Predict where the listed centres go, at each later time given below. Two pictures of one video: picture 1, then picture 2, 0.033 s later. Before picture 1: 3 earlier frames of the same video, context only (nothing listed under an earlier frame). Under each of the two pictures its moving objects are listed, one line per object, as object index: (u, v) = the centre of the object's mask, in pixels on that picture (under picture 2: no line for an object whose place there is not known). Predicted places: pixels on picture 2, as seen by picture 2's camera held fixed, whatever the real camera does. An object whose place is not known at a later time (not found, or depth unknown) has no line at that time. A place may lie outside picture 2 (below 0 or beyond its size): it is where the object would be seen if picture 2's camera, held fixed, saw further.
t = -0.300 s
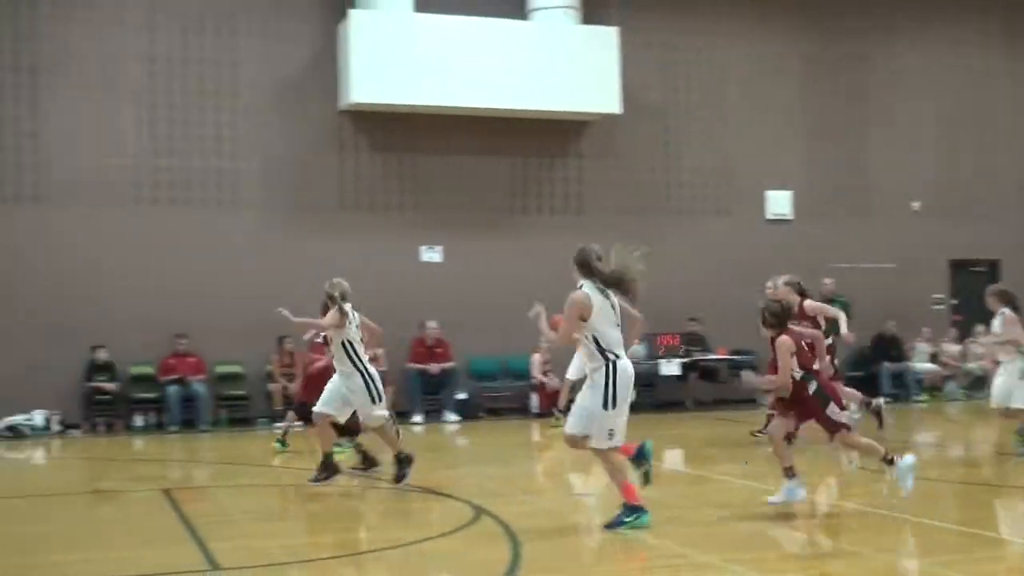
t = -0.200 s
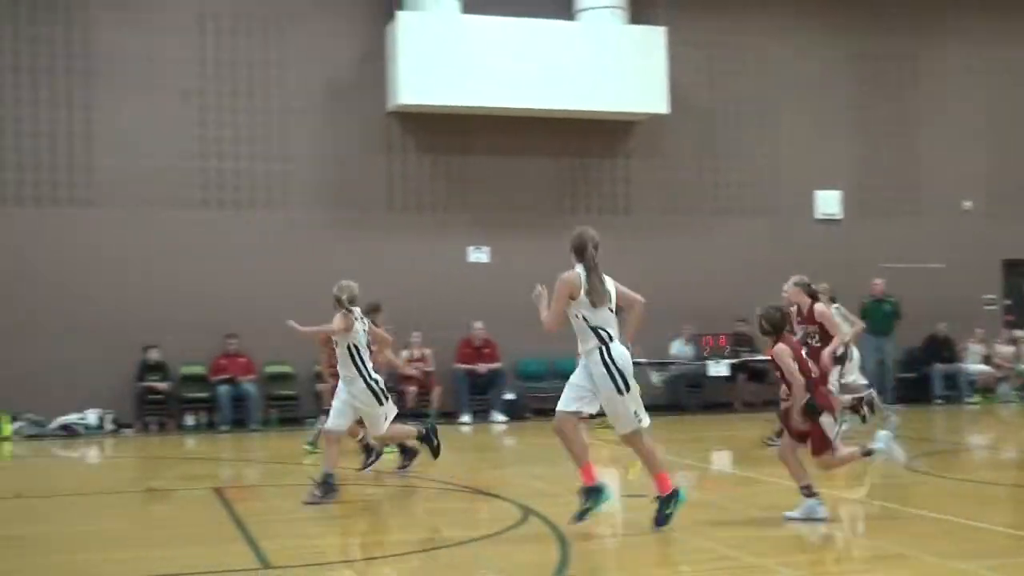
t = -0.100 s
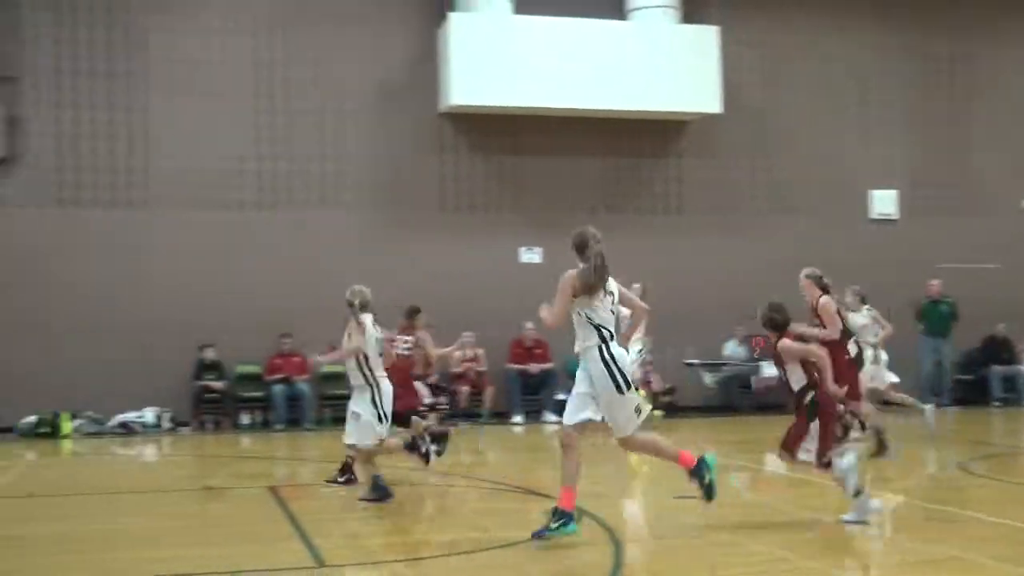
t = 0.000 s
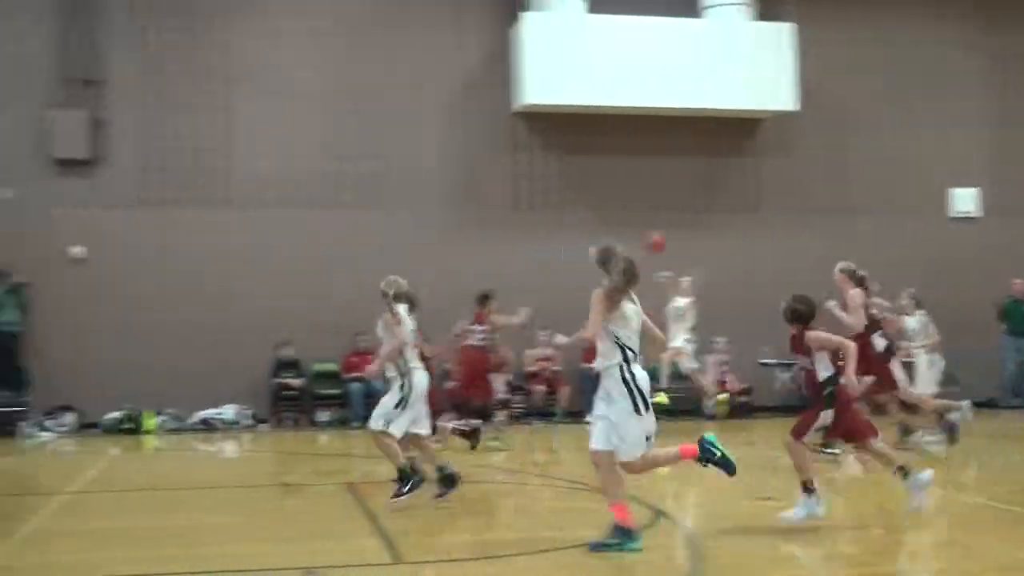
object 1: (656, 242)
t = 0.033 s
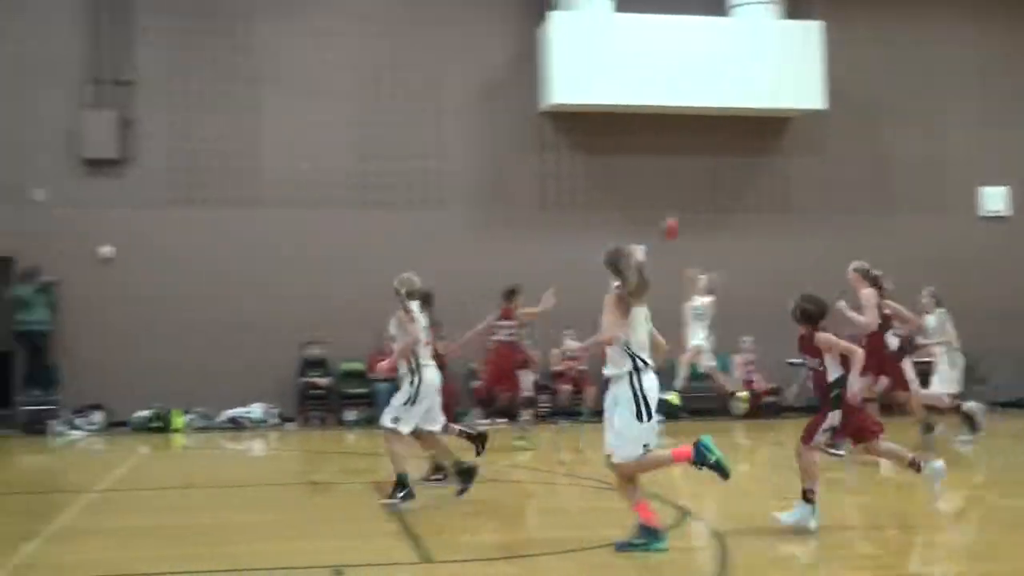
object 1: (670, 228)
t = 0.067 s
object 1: (657, 214)
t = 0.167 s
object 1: (619, 175)
